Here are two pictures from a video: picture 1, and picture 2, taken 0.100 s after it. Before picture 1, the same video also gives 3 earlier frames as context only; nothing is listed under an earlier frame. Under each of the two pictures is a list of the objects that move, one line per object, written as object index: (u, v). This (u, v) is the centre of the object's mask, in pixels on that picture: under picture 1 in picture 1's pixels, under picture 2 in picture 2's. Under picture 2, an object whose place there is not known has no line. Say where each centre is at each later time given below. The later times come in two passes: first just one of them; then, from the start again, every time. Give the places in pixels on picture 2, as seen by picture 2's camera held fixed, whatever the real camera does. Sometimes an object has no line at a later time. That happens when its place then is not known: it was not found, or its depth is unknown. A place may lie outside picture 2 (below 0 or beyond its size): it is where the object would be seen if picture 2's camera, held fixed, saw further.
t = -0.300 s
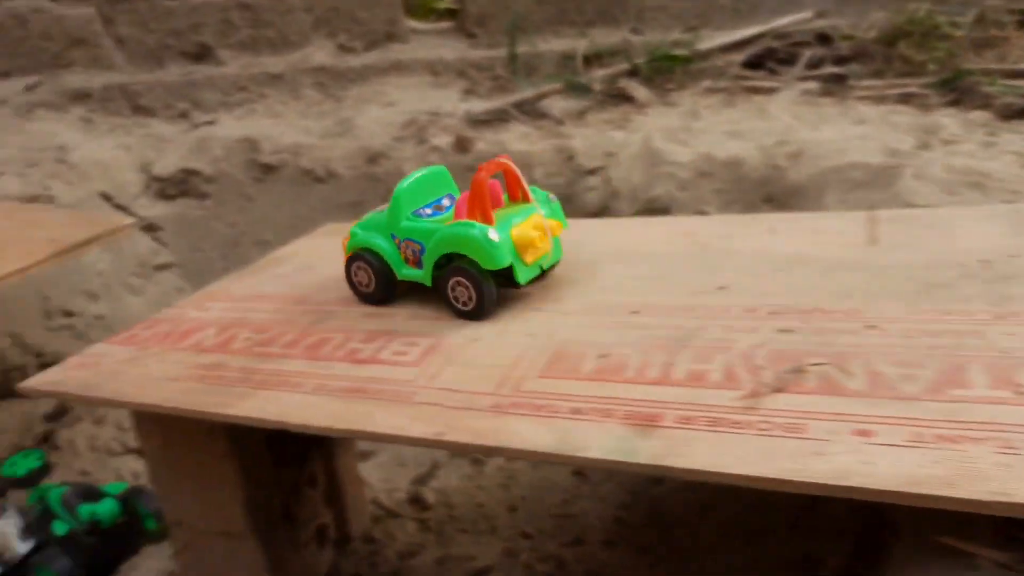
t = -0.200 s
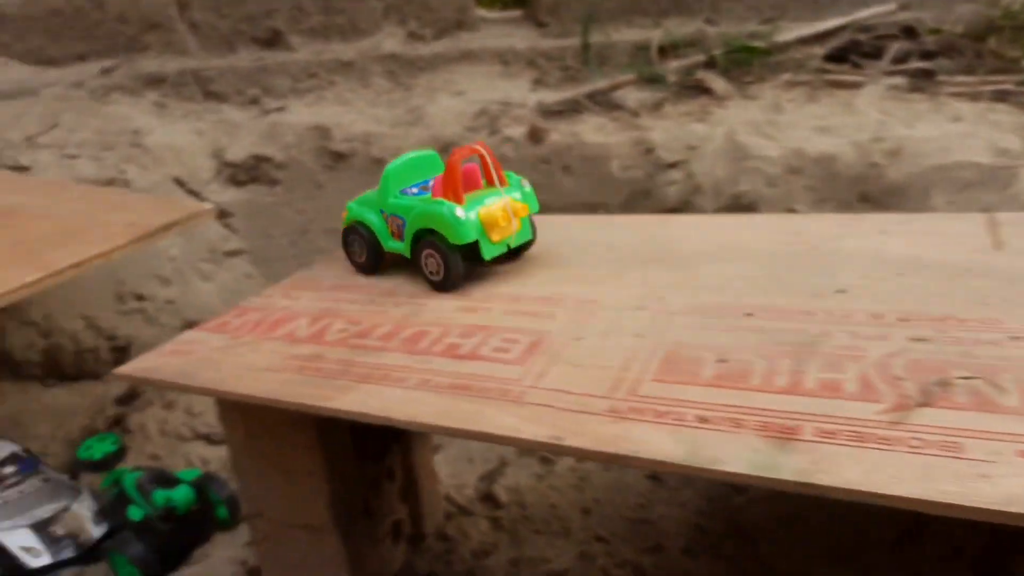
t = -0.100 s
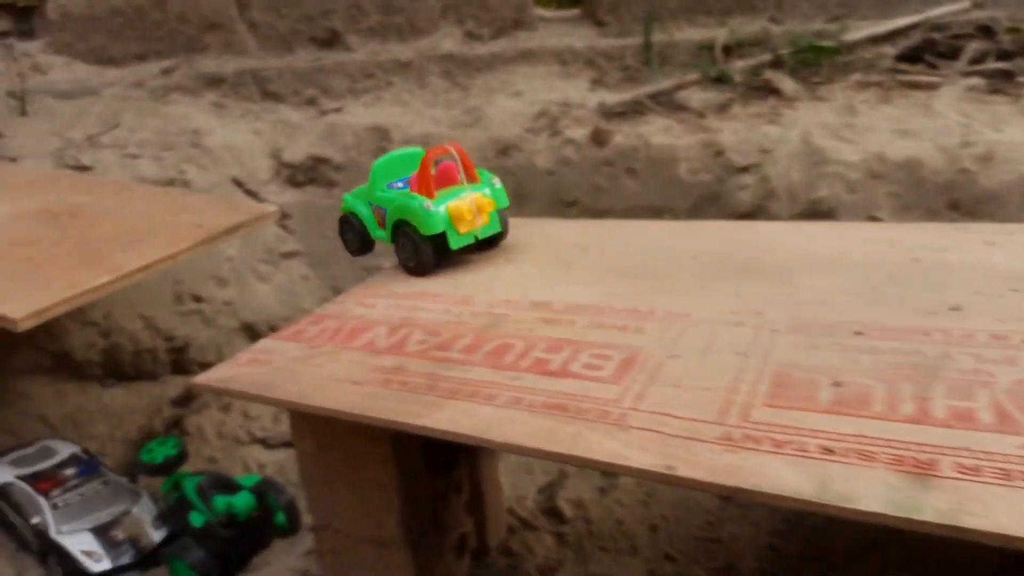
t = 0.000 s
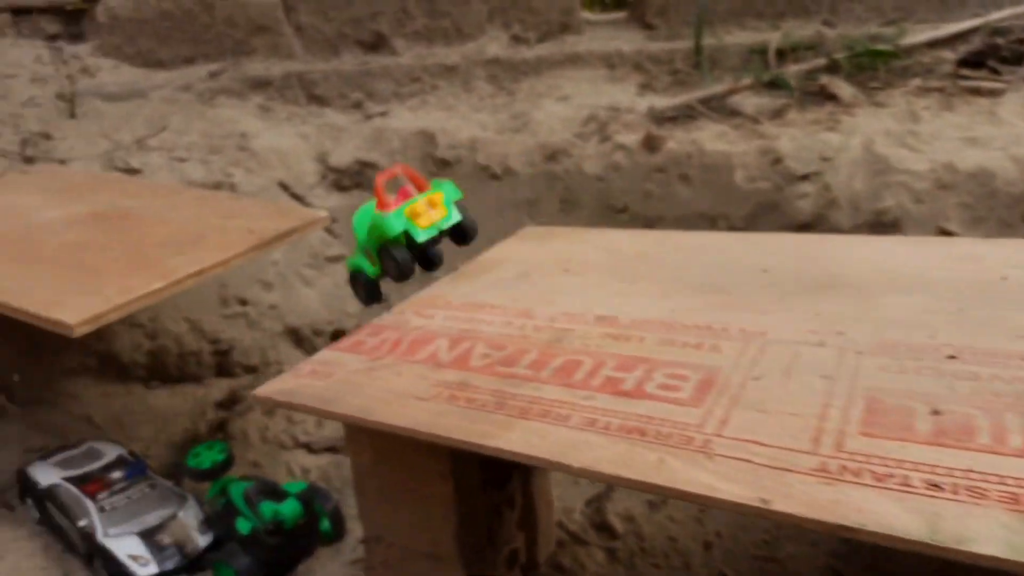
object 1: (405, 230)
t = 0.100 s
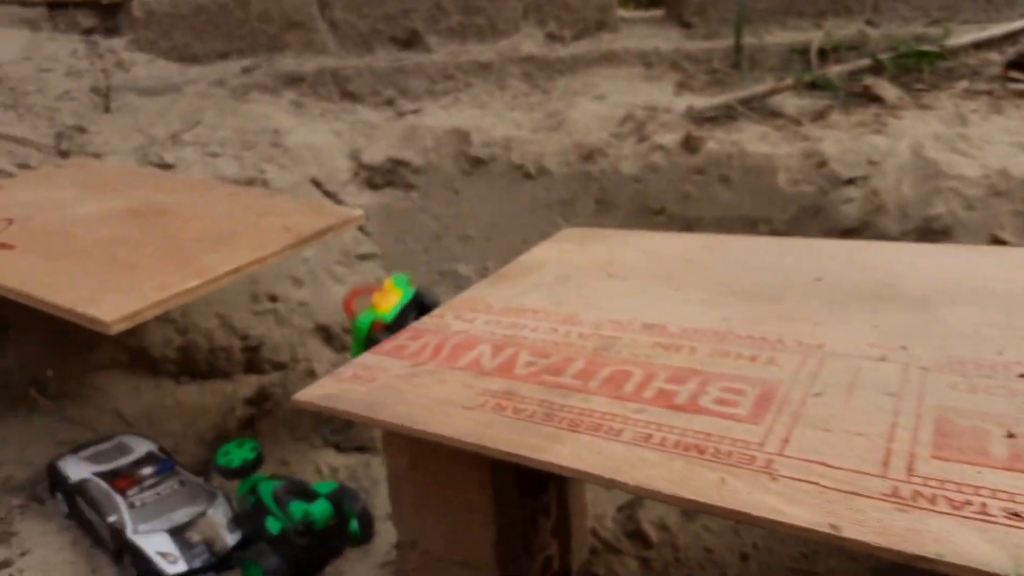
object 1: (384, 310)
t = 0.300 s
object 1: (273, 367)
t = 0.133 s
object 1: (362, 338)
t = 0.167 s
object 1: (341, 333)
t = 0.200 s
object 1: (322, 332)
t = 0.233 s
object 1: (305, 339)
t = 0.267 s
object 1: (292, 348)
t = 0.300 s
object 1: (273, 367)
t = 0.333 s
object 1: (256, 386)
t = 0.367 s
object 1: (237, 393)
